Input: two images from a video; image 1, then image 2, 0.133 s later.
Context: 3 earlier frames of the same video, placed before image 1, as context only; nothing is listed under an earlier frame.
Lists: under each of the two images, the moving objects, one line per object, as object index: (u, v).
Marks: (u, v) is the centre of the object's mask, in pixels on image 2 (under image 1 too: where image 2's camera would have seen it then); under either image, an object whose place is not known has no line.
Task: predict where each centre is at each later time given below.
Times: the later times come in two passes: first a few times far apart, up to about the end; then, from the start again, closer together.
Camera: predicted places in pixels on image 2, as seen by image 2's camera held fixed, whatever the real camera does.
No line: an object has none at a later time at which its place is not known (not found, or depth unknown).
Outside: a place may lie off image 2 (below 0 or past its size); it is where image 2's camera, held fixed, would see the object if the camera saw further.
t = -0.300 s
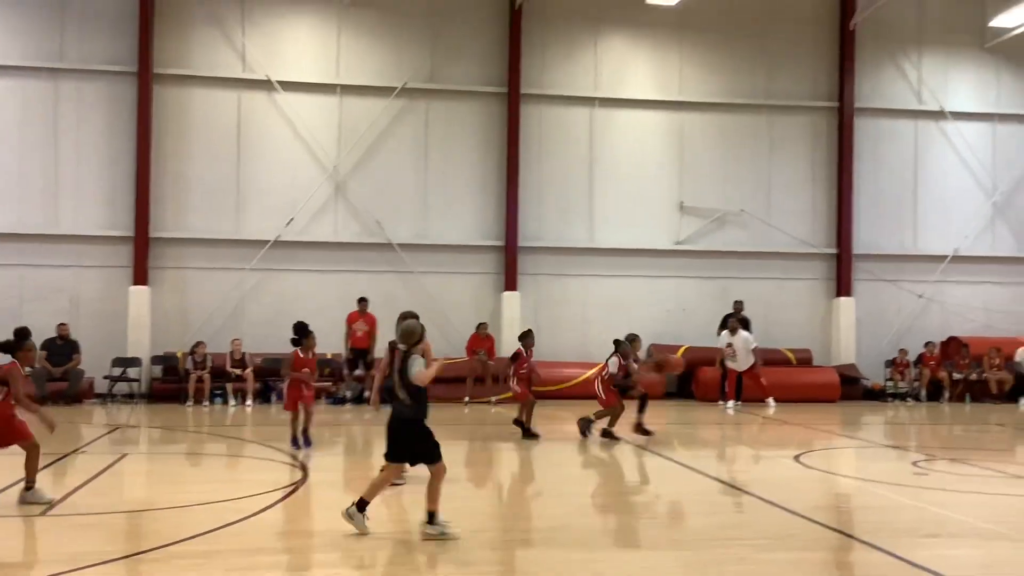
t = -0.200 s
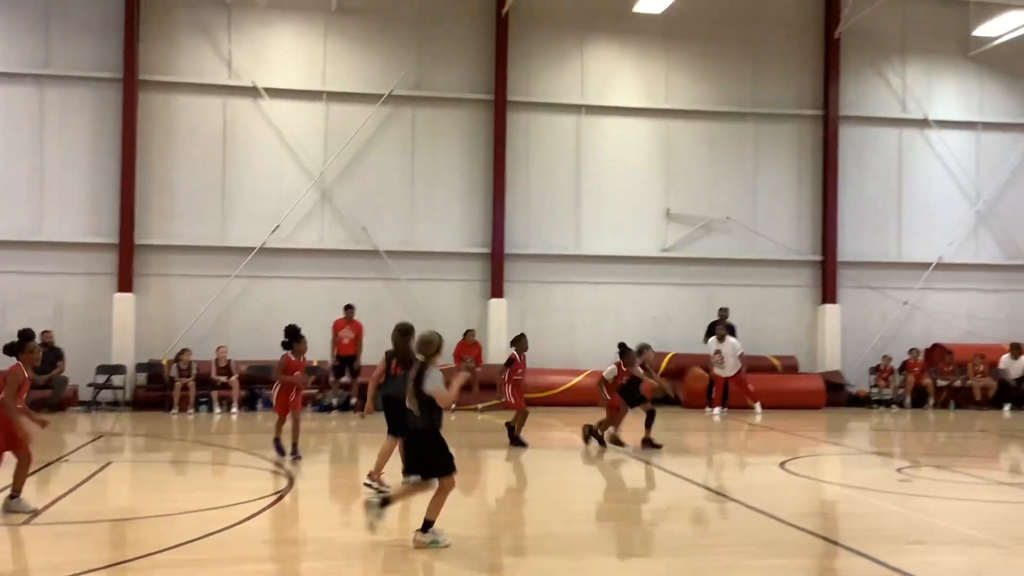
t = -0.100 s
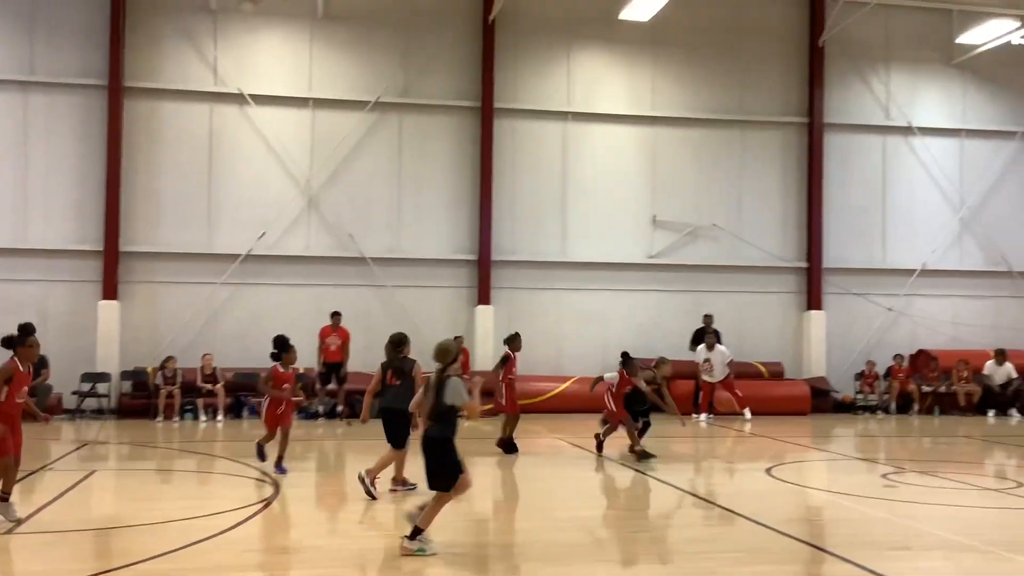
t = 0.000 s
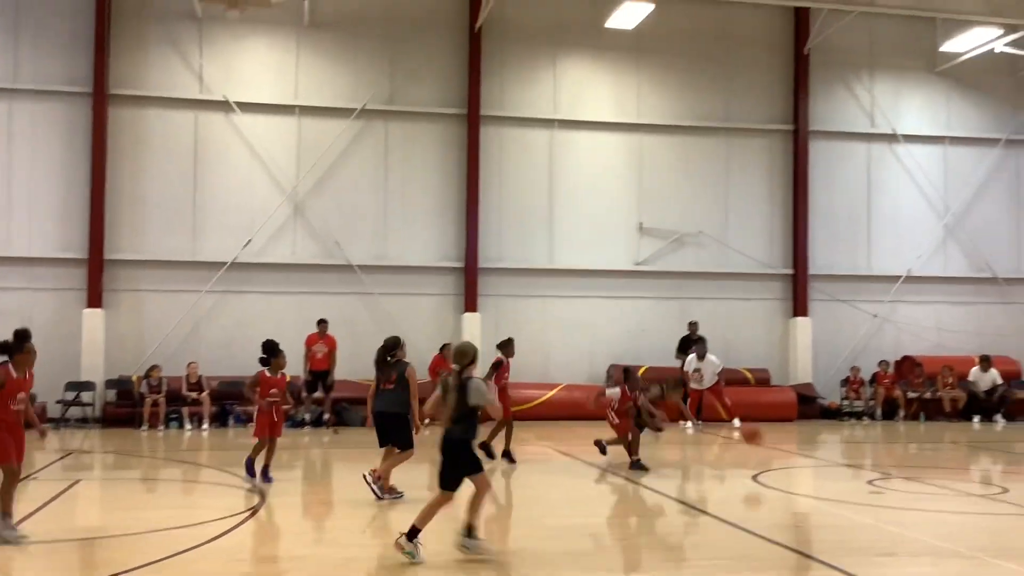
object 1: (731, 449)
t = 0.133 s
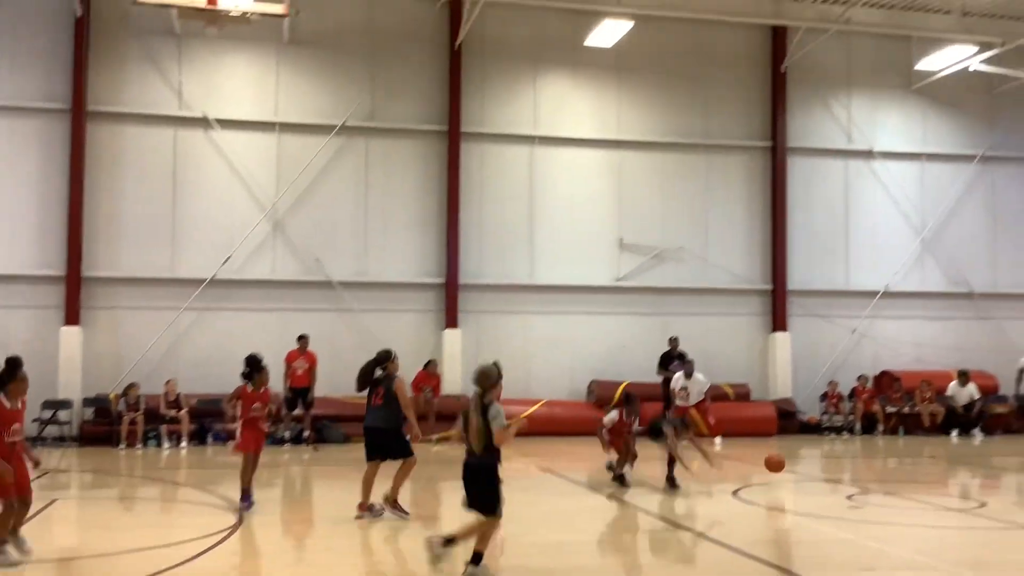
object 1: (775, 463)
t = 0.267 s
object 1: (800, 438)
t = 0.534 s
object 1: (853, 436)
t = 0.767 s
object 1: (907, 488)
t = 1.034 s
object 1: (973, 462)
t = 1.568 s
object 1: (1126, 487)
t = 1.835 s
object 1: (1215, 502)
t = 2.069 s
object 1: (1295, 519)
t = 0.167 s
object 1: (781, 456)
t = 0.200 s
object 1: (787, 449)
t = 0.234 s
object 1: (793, 443)
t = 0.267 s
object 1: (800, 438)
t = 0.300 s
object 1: (807, 434)
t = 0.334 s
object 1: (812, 431)
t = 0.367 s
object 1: (818, 430)
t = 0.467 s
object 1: (839, 431)
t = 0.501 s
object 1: (846, 433)
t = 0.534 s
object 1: (853, 436)
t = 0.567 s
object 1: (861, 440)
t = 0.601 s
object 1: (868, 446)
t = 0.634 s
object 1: (876, 452)
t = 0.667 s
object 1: (883, 460)
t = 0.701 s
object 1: (891, 468)
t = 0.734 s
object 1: (898, 478)
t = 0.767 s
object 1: (907, 488)
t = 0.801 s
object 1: (915, 483)
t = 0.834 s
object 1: (923, 477)
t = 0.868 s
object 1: (931, 472)
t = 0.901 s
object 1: (940, 467)
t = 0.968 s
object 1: (957, 462)
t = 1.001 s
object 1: (965, 461)
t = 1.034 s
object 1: (973, 462)
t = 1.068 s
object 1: (982, 463)
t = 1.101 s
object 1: (990, 465)
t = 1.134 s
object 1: (1000, 469)
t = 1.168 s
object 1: (1010, 472)
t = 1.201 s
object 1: (1020, 478)
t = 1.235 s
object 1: (1028, 485)
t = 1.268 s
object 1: (1038, 493)
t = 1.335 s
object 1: (1057, 497)
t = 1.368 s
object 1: (1066, 492)
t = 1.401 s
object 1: (1075, 489)
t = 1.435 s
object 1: (1085, 486)
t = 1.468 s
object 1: (1095, 485)
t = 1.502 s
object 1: (1106, 484)
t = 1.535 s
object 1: (1115, 485)
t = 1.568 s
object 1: (1126, 487)
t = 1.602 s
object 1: (1137, 489)
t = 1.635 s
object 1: (1148, 495)
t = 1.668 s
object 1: (1159, 499)
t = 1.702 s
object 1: (1171, 506)
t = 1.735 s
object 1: (1182, 513)
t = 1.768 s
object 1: (1193, 508)
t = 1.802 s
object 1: (1204, 504)
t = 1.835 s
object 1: (1215, 502)
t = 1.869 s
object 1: (1224, 500)
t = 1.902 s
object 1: (1236, 500)
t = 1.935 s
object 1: (1247, 502)
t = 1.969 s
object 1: (1260, 503)
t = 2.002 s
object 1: (1271, 507)
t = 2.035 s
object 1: (1282, 513)
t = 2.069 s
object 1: (1295, 519)
